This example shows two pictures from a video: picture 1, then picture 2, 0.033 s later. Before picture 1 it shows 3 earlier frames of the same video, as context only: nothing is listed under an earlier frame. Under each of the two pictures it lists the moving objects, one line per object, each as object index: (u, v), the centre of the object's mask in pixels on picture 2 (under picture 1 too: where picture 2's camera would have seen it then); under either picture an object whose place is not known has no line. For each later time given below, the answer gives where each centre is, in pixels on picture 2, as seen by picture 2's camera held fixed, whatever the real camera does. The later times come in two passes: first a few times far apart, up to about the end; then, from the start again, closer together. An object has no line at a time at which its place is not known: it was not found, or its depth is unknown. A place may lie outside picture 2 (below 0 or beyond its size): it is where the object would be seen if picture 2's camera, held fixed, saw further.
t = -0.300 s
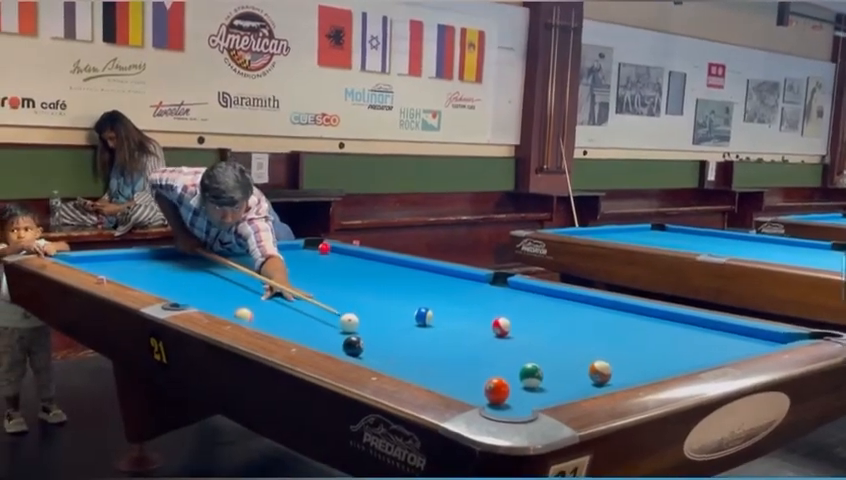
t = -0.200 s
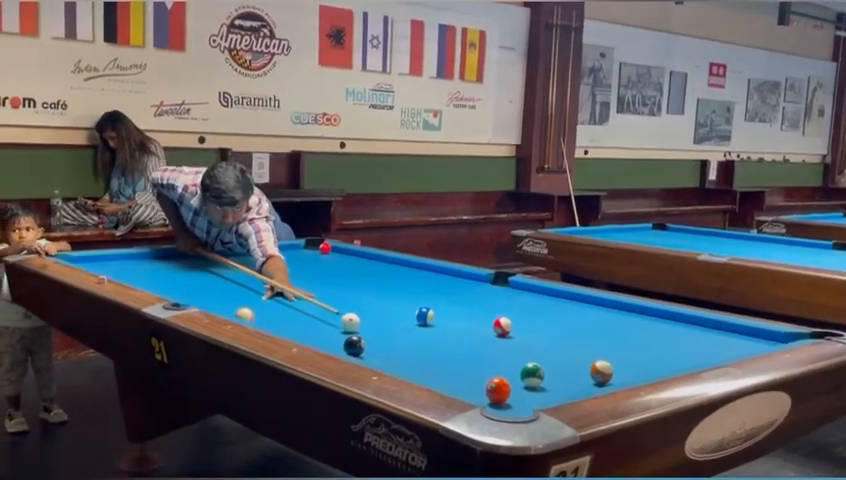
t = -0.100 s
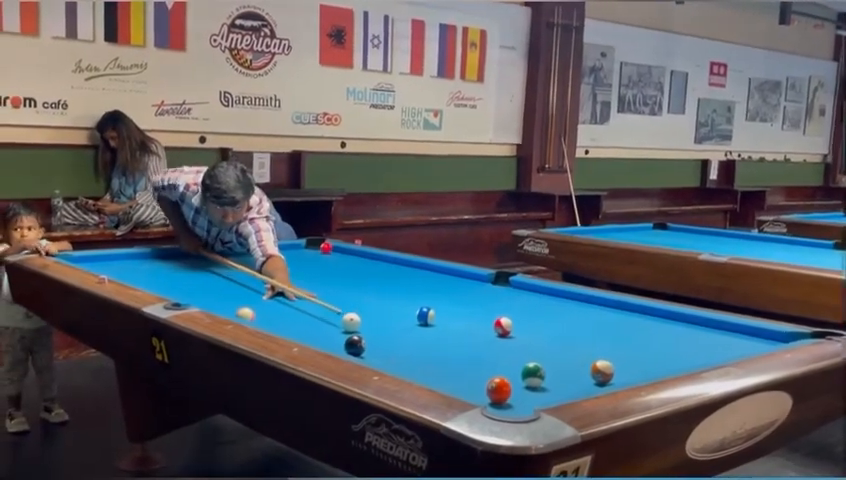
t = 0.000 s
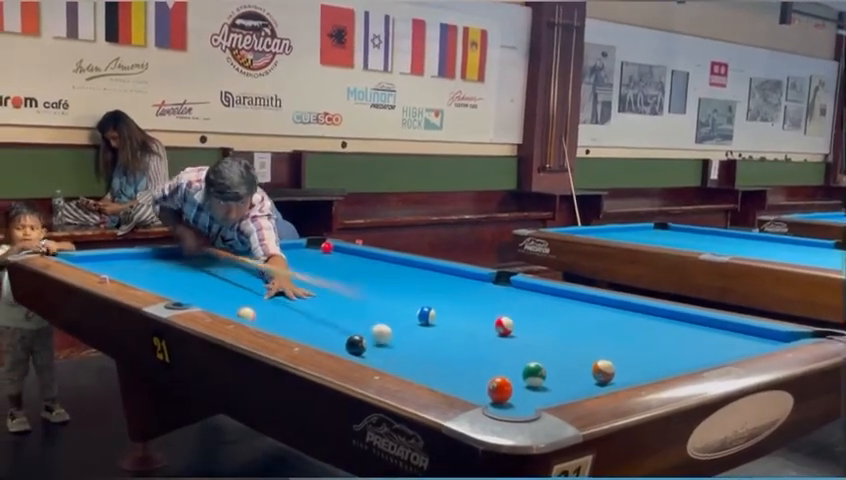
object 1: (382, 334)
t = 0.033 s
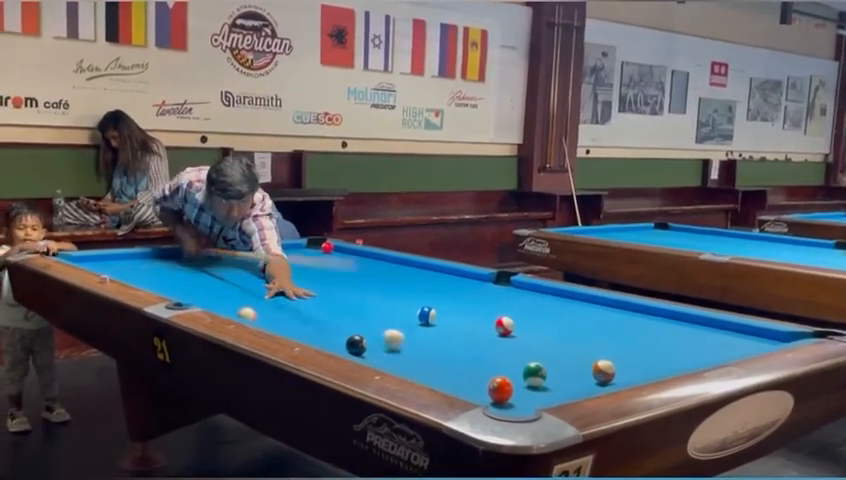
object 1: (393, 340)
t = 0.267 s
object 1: (493, 377)
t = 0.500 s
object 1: (577, 386)
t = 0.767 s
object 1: (562, 372)
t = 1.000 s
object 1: (552, 359)
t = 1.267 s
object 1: (540, 346)
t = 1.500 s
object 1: (533, 336)
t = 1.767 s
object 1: (526, 327)
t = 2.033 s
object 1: (519, 318)
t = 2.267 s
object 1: (515, 312)
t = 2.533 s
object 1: (510, 306)
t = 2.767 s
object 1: (505, 300)
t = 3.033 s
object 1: (502, 296)
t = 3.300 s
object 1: (499, 291)
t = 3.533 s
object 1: (497, 288)
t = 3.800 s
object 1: (495, 285)
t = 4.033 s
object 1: (493, 282)
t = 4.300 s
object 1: (491, 279)
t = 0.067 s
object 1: (406, 344)
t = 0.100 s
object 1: (419, 349)
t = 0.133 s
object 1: (433, 357)
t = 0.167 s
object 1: (448, 362)
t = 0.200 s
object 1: (463, 369)
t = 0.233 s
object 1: (479, 376)
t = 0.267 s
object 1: (493, 377)
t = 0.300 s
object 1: (507, 379)
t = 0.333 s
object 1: (519, 383)
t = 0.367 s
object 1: (532, 386)
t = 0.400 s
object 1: (542, 386)
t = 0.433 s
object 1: (556, 387)
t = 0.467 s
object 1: (569, 386)
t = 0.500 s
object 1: (577, 386)
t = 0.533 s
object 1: (575, 384)
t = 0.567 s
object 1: (573, 383)
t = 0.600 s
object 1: (571, 382)
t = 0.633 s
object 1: (569, 381)
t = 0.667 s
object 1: (567, 379)
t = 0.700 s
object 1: (565, 377)
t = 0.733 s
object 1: (563, 374)
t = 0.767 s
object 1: (562, 372)
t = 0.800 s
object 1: (561, 370)
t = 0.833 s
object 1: (559, 369)
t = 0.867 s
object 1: (557, 366)
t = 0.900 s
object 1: (556, 365)
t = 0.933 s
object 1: (554, 363)
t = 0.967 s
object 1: (553, 361)
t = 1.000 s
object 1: (552, 359)
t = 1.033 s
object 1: (550, 357)
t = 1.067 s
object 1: (548, 355)
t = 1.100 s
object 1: (547, 354)
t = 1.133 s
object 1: (546, 352)
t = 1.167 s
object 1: (544, 350)
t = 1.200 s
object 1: (543, 349)
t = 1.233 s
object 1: (542, 347)
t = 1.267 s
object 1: (540, 346)
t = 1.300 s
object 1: (539, 345)
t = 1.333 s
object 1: (538, 343)
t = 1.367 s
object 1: (537, 341)
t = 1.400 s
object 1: (536, 340)
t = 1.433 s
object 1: (535, 339)
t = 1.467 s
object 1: (534, 337)
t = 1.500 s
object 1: (533, 336)
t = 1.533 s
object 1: (532, 335)
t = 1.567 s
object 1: (531, 334)
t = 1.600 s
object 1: (530, 333)
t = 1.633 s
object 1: (529, 331)
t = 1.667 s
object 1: (528, 330)
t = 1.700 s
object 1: (527, 329)
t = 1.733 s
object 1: (526, 328)
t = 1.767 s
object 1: (526, 327)
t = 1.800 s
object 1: (524, 325)
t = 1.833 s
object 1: (524, 325)
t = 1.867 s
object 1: (523, 324)
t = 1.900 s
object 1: (522, 322)
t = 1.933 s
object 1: (521, 321)
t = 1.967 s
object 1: (520, 320)
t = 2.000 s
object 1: (519, 319)
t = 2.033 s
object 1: (519, 318)
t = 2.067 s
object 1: (518, 317)
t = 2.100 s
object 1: (518, 316)
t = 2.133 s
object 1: (517, 315)
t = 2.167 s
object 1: (517, 314)
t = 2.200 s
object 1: (516, 313)
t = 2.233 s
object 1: (515, 312)
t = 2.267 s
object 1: (515, 312)
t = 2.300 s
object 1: (514, 311)
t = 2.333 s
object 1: (513, 310)
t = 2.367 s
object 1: (512, 309)
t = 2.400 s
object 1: (512, 308)
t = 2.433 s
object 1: (511, 308)
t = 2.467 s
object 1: (511, 307)
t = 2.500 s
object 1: (510, 306)
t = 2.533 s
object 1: (510, 306)
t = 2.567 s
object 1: (509, 305)
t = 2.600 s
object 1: (508, 304)
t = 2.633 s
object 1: (507, 304)
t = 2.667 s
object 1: (507, 303)
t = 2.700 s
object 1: (507, 302)
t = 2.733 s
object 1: (506, 301)
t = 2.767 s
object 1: (505, 300)
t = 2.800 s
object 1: (505, 300)
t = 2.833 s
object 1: (505, 299)
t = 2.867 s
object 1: (504, 299)
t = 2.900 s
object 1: (504, 298)
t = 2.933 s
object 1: (503, 298)
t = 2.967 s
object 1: (503, 297)
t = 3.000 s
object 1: (502, 296)
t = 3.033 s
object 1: (502, 296)
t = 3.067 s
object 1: (502, 295)
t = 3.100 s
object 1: (501, 295)
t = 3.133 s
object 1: (501, 294)
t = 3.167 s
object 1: (500, 294)
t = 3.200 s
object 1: (499, 293)
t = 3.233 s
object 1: (499, 293)
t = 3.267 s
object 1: (499, 292)
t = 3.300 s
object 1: (499, 291)
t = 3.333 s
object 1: (498, 291)
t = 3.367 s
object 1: (498, 290)
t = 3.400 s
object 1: (498, 290)
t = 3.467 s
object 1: (497, 289)
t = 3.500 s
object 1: (497, 289)
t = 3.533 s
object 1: (497, 288)
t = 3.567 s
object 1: (496, 288)
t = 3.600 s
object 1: (496, 287)
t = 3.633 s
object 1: (496, 287)
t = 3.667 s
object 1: (495, 286)
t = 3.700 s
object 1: (495, 286)
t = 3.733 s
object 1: (495, 286)
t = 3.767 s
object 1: (495, 285)
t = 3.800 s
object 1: (495, 285)
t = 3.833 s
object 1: (494, 285)
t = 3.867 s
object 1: (494, 284)
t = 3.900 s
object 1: (493, 284)
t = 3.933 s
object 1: (493, 283)
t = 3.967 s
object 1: (493, 283)
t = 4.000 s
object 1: (493, 283)
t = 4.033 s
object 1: (493, 282)
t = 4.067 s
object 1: (493, 282)
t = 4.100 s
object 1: (492, 281)
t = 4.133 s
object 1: (492, 281)
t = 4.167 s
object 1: (492, 281)
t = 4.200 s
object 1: (492, 280)
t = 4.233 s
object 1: (492, 280)
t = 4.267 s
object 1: (492, 280)
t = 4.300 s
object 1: (491, 279)
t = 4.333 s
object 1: (491, 279)
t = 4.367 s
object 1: (491, 279)
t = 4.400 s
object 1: (491, 278)
